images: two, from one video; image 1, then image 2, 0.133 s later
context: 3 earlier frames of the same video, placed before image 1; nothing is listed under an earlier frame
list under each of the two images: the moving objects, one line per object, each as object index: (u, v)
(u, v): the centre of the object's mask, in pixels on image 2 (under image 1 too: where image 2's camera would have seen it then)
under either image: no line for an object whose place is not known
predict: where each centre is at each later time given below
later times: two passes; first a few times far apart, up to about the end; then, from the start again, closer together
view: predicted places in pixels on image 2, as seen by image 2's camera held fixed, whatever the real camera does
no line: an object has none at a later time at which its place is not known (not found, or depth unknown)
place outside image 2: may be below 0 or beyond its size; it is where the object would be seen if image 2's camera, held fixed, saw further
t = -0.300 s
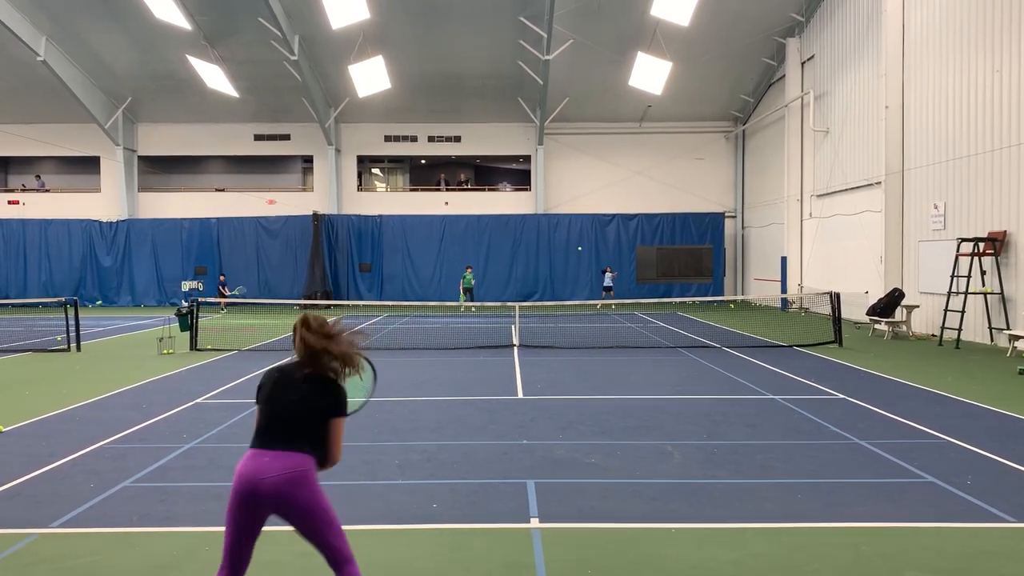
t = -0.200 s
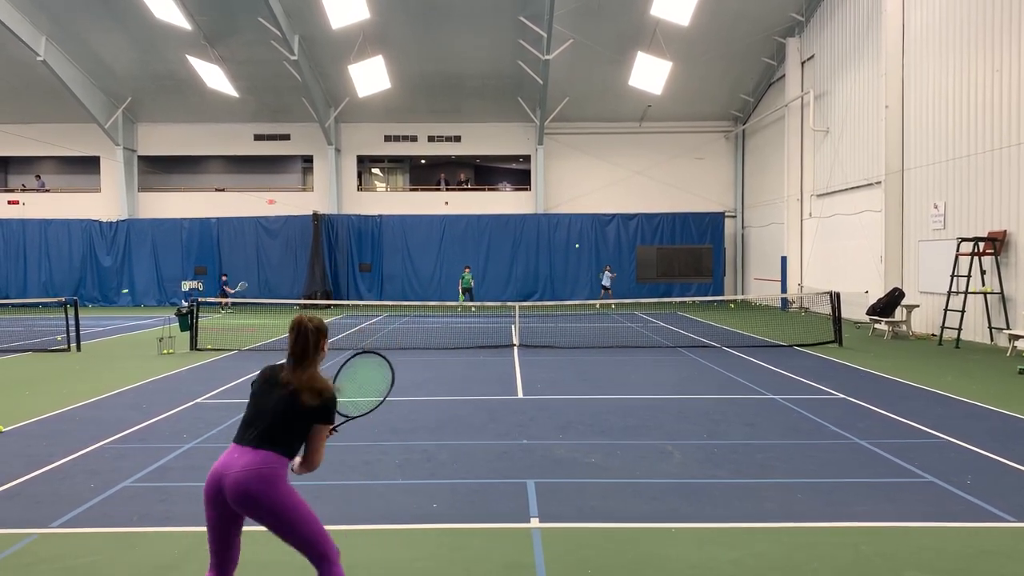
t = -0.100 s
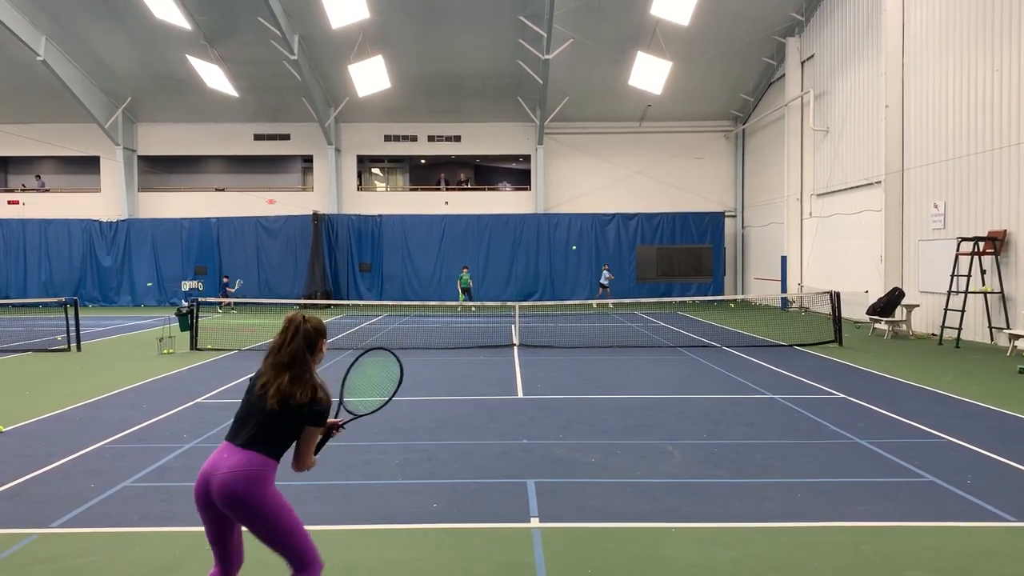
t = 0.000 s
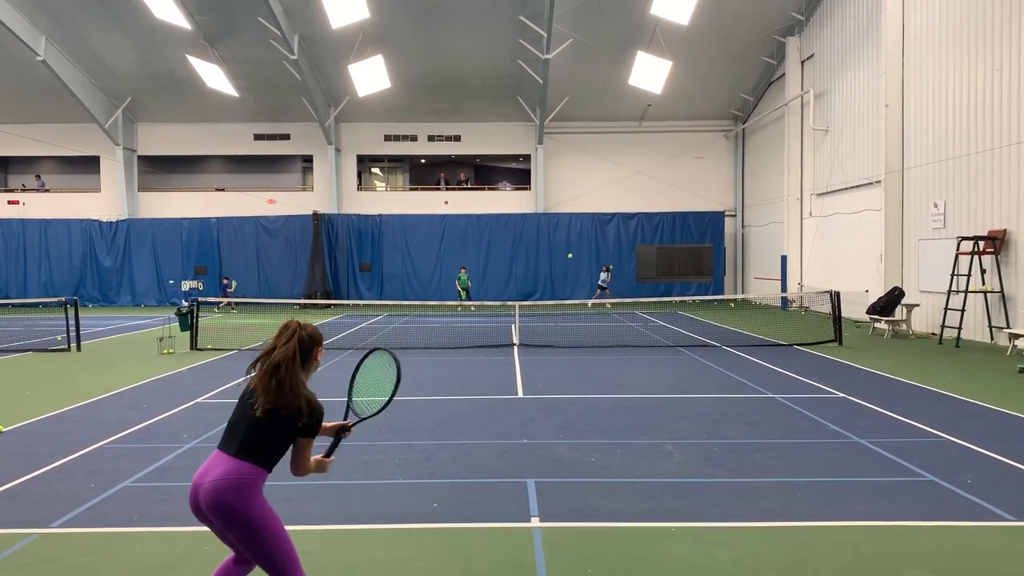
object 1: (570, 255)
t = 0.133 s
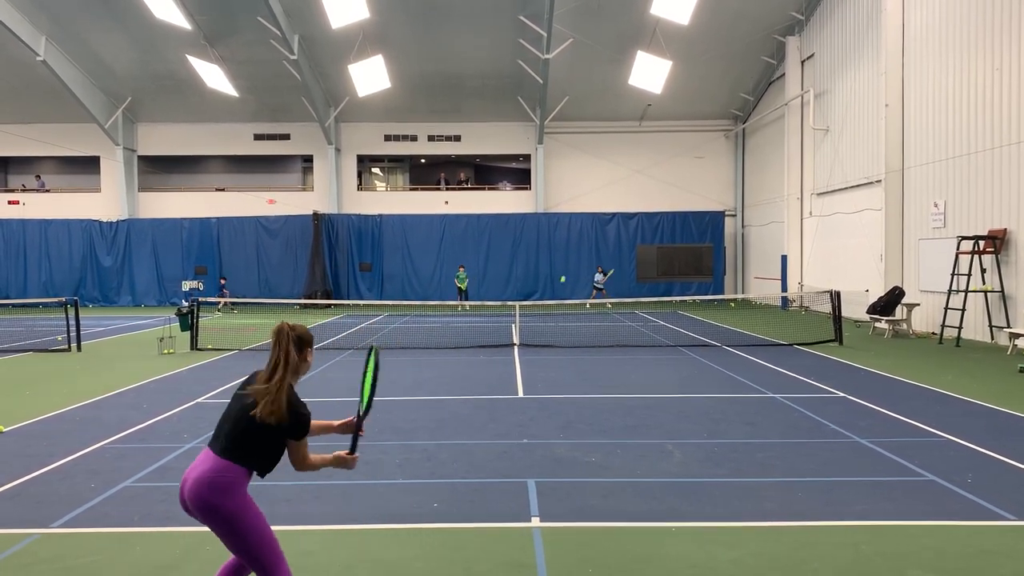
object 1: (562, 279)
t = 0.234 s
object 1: (555, 310)
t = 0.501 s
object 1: (533, 375)
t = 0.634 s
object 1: (522, 348)
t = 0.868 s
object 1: (502, 352)
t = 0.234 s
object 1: (555, 310)
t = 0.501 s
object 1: (533, 375)
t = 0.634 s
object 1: (522, 348)
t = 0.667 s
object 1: (520, 346)
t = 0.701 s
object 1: (518, 343)
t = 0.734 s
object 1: (516, 342)
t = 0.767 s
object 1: (512, 342)
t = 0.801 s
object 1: (510, 344)
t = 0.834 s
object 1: (505, 347)
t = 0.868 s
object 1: (502, 352)
